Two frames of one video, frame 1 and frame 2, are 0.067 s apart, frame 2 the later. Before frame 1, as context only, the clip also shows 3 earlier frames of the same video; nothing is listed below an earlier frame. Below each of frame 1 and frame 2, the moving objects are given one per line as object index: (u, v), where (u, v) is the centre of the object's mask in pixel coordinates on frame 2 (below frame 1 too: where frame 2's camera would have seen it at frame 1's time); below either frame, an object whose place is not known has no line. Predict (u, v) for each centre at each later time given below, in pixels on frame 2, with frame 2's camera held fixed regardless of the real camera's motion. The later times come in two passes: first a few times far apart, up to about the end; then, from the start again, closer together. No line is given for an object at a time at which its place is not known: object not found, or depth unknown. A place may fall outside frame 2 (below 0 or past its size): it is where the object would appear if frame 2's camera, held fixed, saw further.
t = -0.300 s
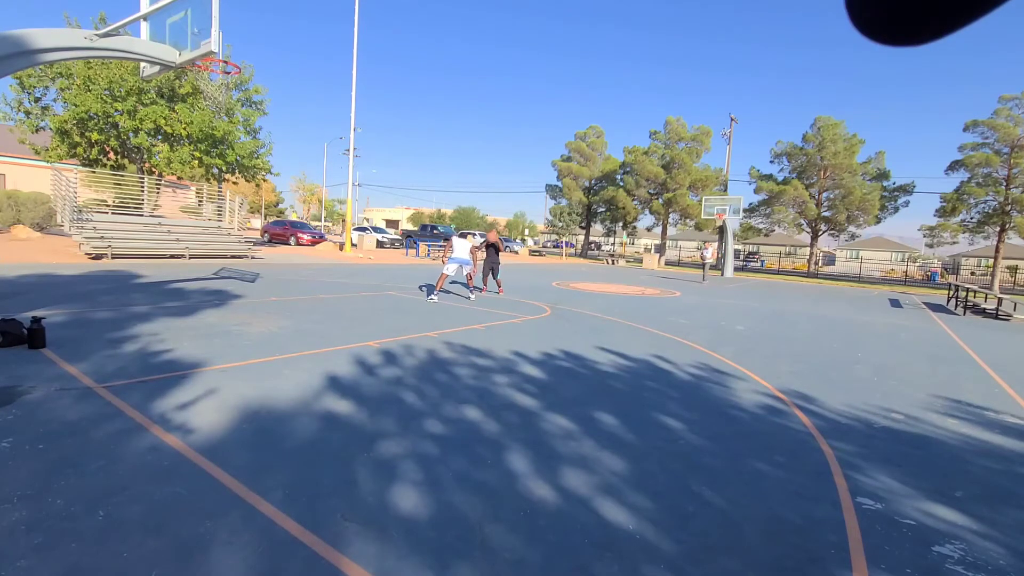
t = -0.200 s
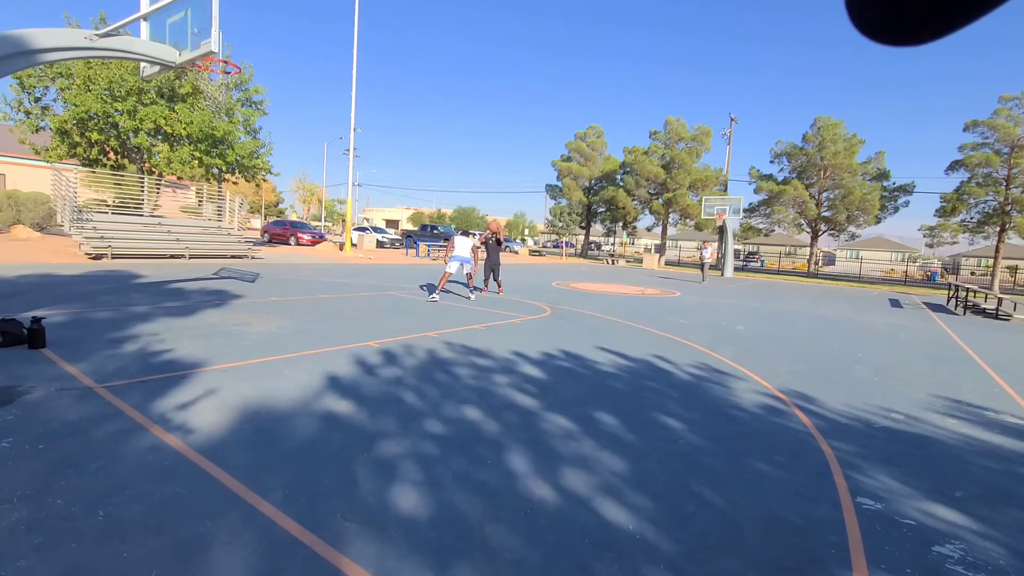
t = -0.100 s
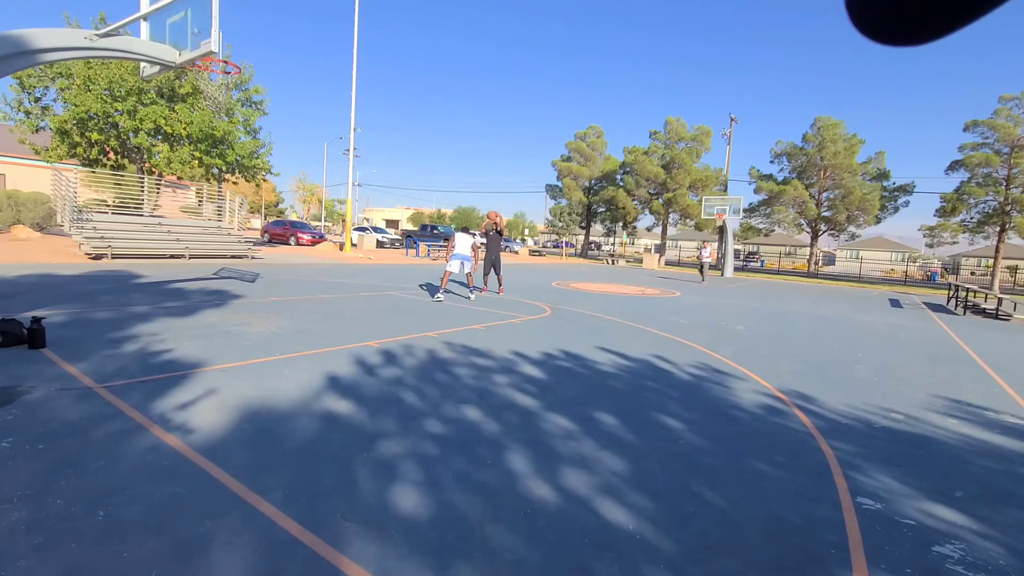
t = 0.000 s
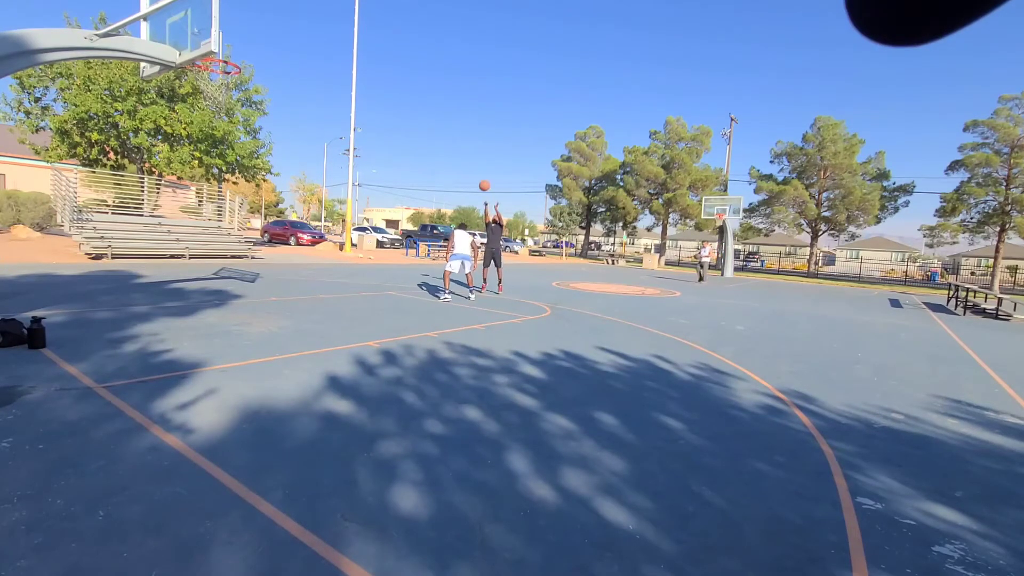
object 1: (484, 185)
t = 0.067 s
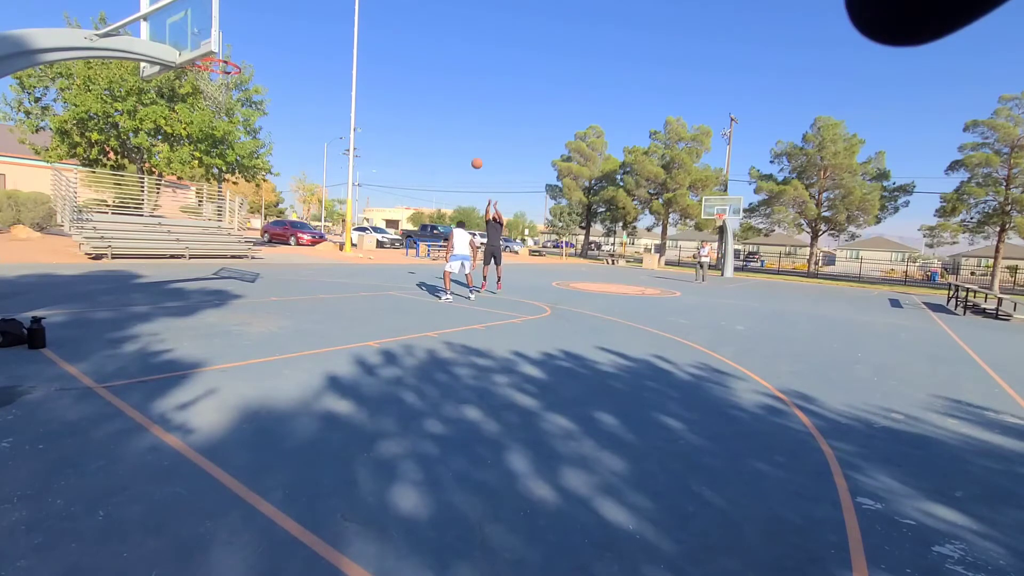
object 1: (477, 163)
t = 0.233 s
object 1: (455, 112)
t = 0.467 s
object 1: (420, 53)
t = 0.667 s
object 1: (381, 20)
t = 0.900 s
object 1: (323, 8)
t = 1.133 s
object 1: (249, 37)
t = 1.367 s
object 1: (192, 92)
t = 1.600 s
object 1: (178, 158)
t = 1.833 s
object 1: (162, 265)
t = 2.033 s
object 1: (168, 266)
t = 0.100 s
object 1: (473, 152)
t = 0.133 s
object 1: (469, 142)
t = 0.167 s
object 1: (464, 132)
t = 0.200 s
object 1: (460, 122)
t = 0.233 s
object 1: (455, 112)
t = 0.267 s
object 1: (451, 103)
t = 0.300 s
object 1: (446, 94)
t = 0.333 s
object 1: (441, 85)
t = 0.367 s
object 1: (436, 76)
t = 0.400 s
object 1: (431, 68)
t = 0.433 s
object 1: (425, 61)
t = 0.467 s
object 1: (420, 53)
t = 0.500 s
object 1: (414, 47)
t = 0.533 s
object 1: (408, 40)
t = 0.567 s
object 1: (401, 34)
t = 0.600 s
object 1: (395, 29)
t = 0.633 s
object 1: (388, 24)
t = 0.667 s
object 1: (381, 20)
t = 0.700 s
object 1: (373, 16)
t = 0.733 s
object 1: (366, 13)
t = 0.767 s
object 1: (358, 10)
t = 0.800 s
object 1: (349, 8)
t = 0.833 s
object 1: (341, 8)
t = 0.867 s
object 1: (333, 8)
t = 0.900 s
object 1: (323, 8)
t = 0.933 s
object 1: (314, 9)
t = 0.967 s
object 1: (304, 11)
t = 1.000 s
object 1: (294, 14)
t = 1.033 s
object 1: (283, 19)
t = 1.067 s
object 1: (272, 24)
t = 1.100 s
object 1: (261, 30)
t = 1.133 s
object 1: (249, 37)
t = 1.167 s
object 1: (237, 46)
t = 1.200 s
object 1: (226, 55)
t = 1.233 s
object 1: (212, 70)
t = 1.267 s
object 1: (201, 77)
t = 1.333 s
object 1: (194, 86)
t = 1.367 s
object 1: (192, 92)
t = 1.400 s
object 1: (190, 99)
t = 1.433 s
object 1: (188, 106)
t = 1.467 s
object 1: (186, 115)
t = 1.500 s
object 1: (184, 124)
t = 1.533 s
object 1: (182, 134)
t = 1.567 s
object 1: (180, 145)
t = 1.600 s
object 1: (178, 158)
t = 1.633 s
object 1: (176, 171)
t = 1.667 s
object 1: (173, 184)
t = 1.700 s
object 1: (171, 199)
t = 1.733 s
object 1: (169, 214)
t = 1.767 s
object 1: (167, 230)
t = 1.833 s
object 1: (162, 265)
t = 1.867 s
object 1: (160, 283)
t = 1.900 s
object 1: (158, 303)
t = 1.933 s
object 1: (157, 311)
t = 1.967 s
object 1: (161, 295)
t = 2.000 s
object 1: (165, 280)
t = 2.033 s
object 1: (168, 266)
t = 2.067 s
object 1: (172, 253)
